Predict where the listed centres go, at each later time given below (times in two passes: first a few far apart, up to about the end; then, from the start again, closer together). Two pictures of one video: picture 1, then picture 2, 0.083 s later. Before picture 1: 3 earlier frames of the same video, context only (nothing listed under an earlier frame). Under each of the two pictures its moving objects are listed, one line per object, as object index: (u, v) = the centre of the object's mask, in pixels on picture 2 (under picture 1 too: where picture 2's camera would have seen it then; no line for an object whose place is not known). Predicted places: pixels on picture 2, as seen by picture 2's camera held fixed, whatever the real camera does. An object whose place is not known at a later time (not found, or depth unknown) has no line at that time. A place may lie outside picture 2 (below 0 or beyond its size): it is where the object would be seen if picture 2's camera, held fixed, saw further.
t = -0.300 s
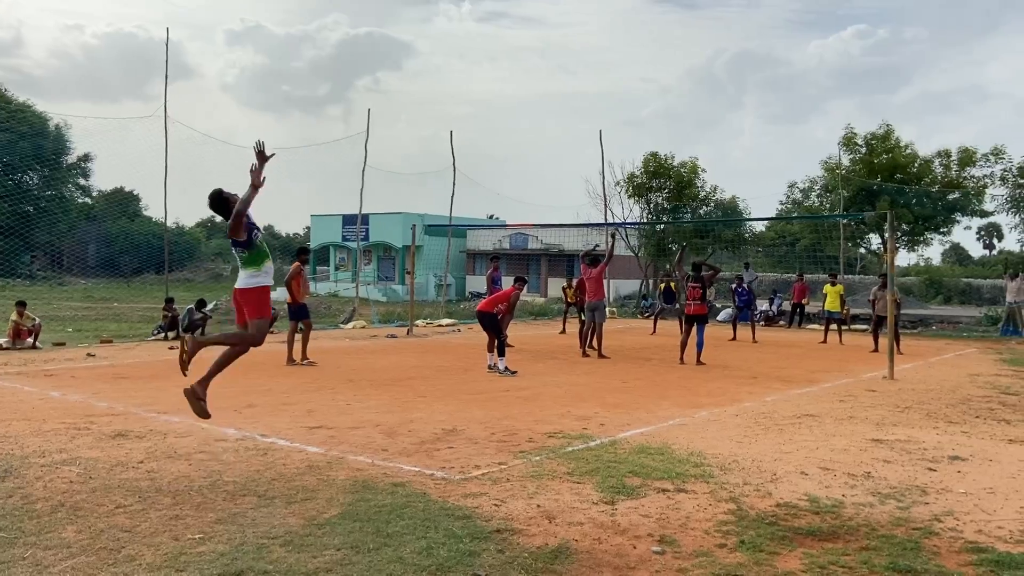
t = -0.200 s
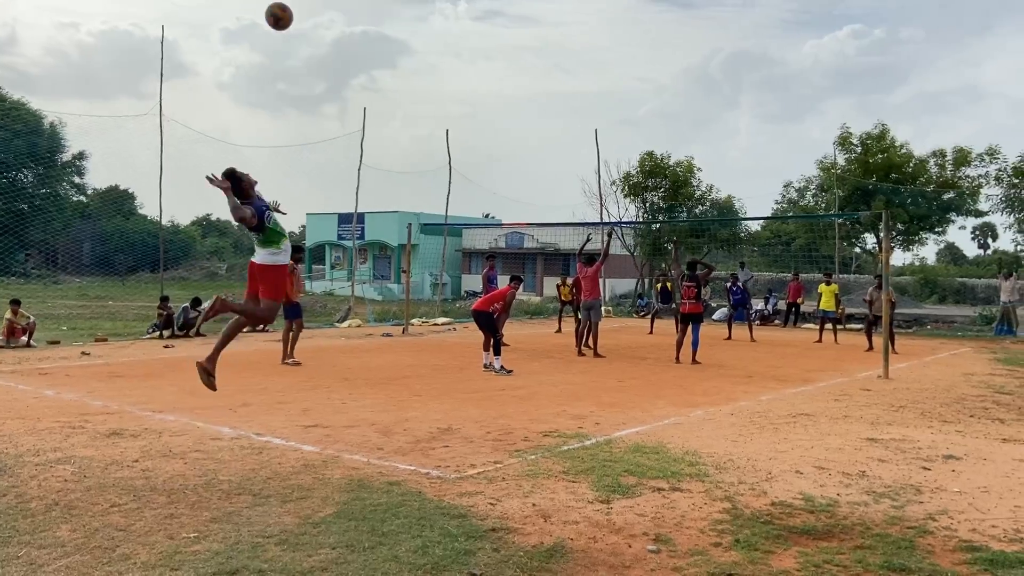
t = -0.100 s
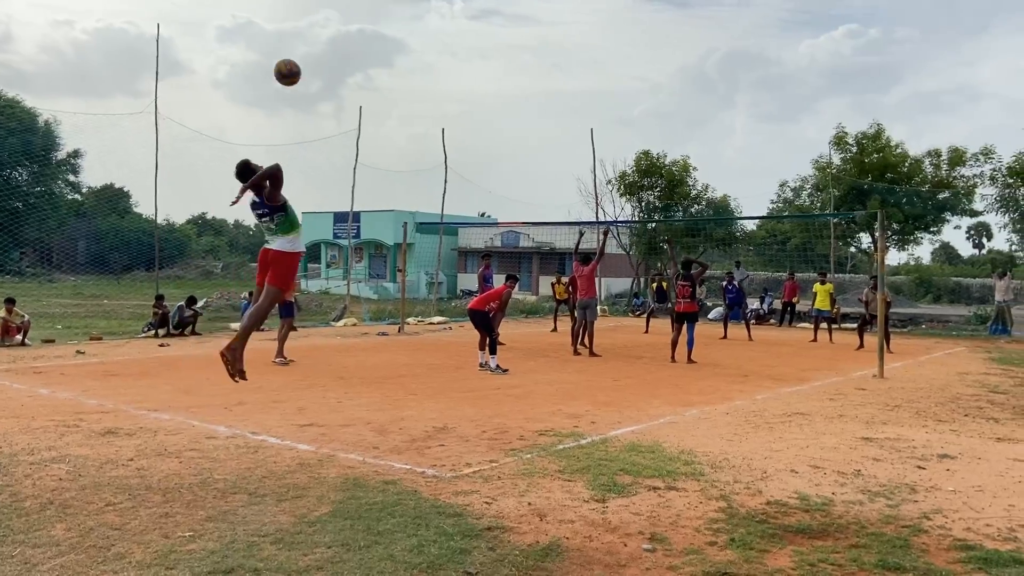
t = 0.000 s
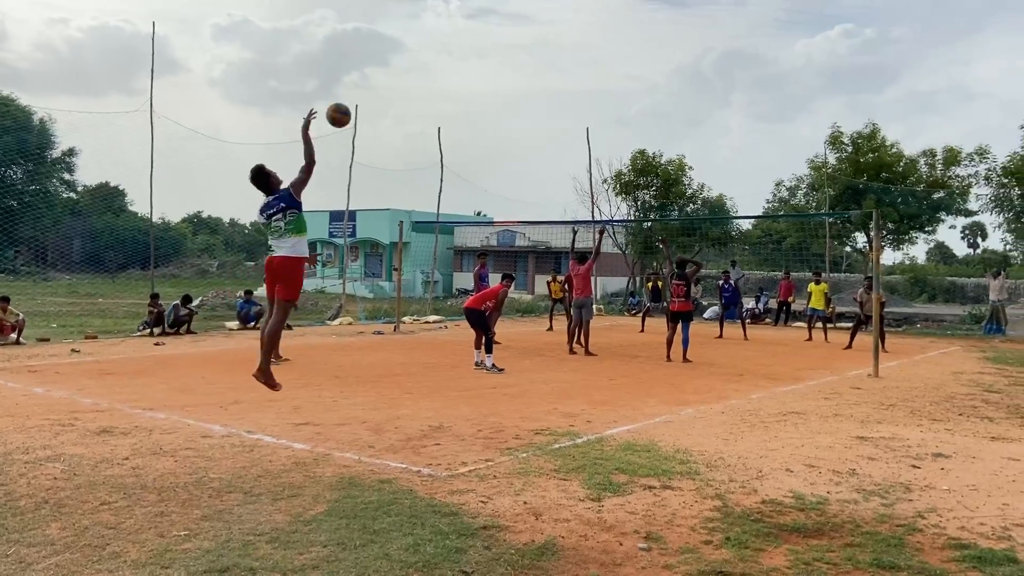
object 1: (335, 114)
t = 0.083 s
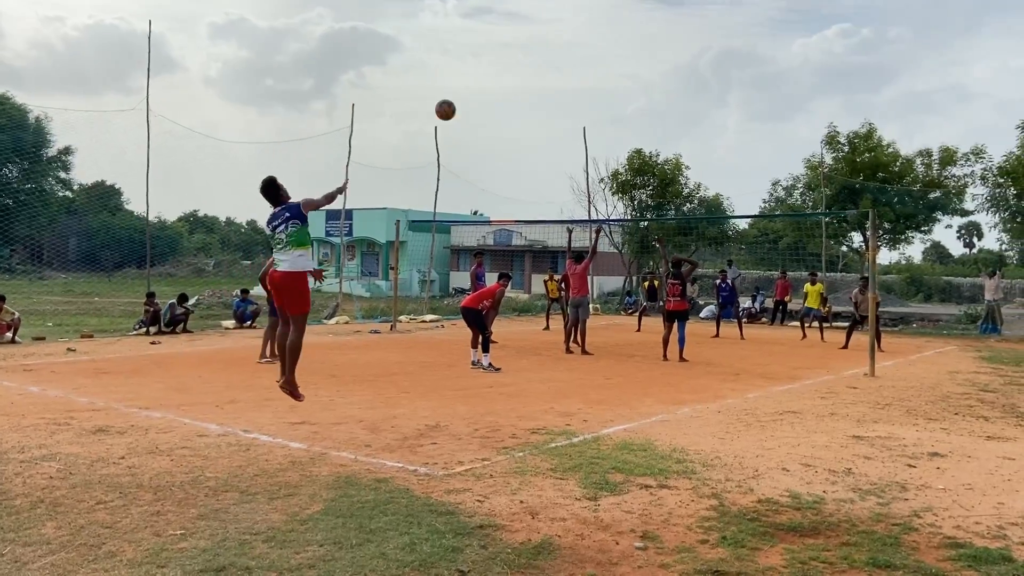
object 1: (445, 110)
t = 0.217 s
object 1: (565, 121)
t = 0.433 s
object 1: (689, 164)
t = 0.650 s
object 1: (769, 222)
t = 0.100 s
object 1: (463, 110)
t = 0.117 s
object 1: (481, 111)
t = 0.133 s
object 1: (497, 112)
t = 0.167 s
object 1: (526, 115)
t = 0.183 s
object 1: (540, 117)
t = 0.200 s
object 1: (553, 119)
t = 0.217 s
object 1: (565, 121)
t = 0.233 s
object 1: (577, 124)
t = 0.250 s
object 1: (588, 126)
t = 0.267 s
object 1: (599, 129)
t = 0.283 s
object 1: (610, 132)
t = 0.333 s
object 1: (639, 141)
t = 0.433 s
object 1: (689, 164)
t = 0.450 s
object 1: (696, 168)
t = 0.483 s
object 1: (710, 176)
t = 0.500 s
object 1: (717, 181)
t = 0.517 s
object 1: (724, 185)
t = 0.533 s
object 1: (730, 189)
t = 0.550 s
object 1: (736, 194)
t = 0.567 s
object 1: (742, 198)
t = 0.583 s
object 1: (747, 203)
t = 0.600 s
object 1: (754, 207)
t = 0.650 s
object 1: (769, 222)
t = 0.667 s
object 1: (773, 227)
